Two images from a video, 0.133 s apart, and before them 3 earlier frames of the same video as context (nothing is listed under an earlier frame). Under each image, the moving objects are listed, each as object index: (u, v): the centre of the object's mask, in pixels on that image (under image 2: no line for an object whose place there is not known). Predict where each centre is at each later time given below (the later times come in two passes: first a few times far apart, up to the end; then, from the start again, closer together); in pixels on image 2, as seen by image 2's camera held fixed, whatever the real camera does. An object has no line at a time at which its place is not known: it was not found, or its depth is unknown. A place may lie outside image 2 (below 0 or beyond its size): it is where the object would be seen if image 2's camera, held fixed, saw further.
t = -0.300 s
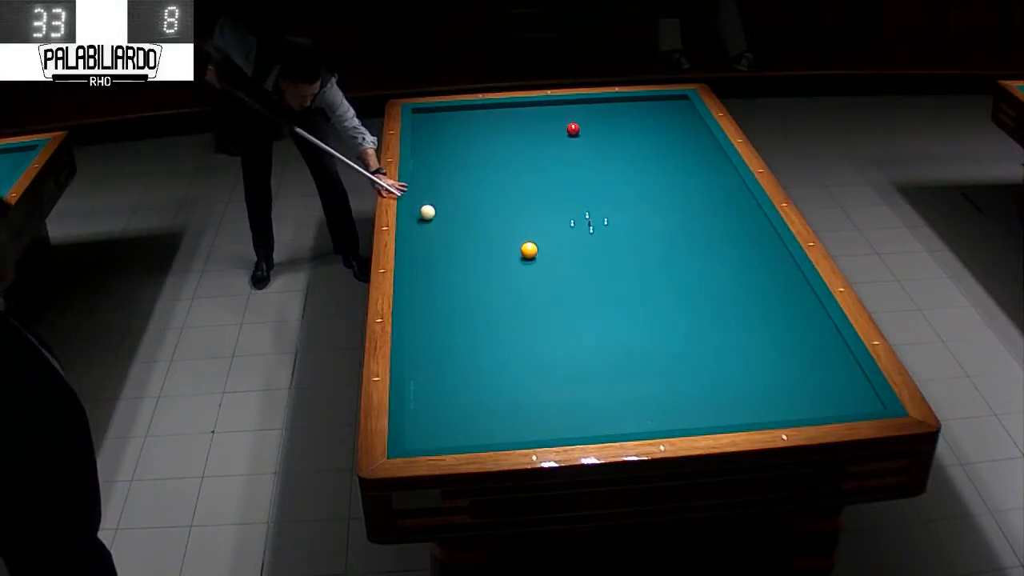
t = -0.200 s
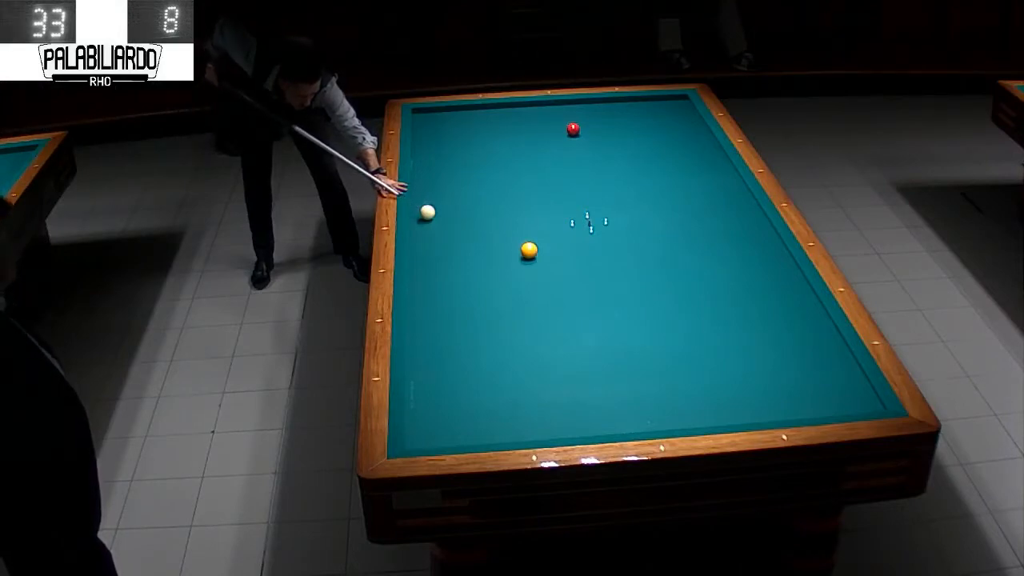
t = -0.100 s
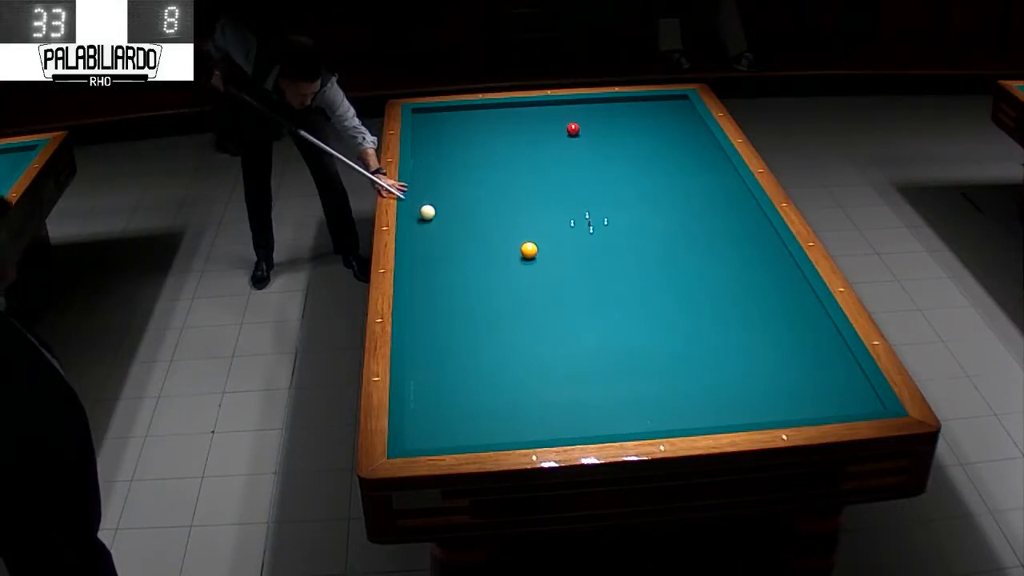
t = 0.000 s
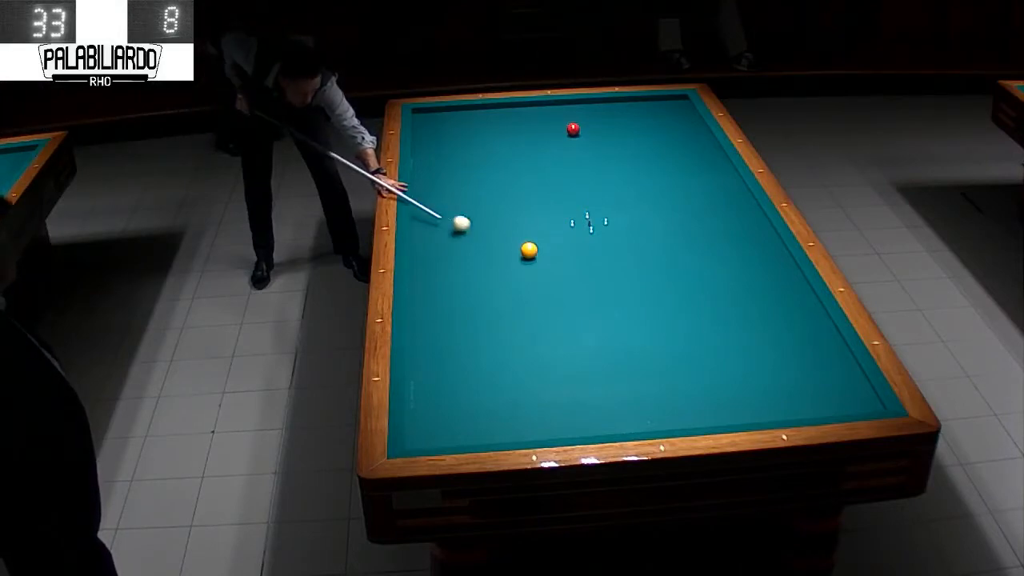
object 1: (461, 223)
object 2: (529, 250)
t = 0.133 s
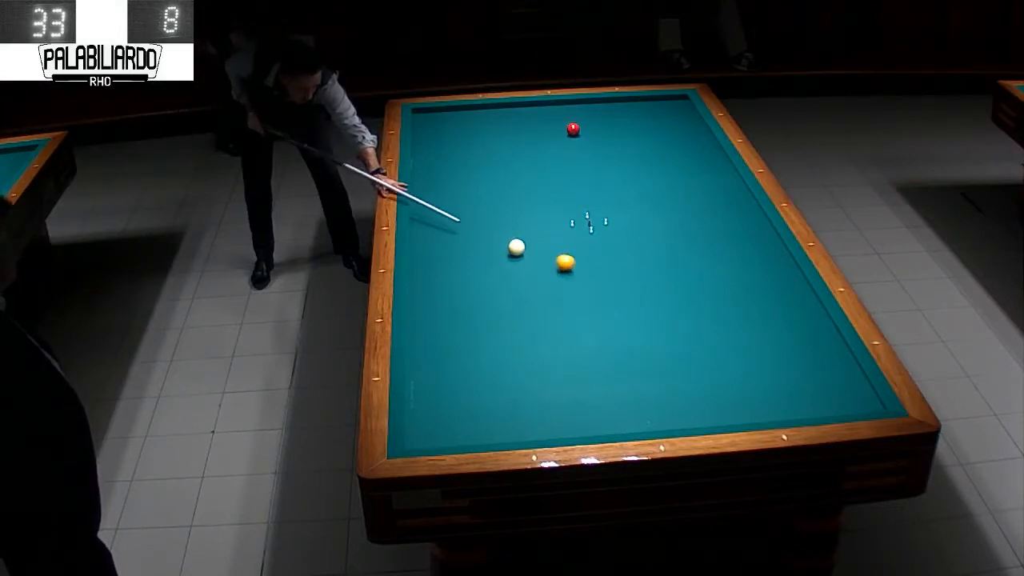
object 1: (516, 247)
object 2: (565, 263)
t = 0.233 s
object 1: (518, 250)
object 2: (638, 288)
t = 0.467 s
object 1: (521, 257)
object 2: (810, 350)
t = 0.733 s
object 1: (525, 264)
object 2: (790, 412)
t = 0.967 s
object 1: (529, 271)
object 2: (700, 391)
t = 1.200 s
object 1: (532, 277)
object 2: (617, 369)
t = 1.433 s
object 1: (535, 283)
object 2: (539, 348)
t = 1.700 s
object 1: (539, 290)
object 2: (457, 326)
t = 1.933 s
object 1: (542, 295)
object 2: (431, 305)
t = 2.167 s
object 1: (545, 301)
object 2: (467, 279)
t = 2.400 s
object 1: (548, 306)
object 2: (498, 256)
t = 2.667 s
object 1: (551, 311)
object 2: (531, 232)
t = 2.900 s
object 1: (554, 316)
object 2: (558, 212)
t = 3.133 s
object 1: (556, 320)
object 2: (582, 195)
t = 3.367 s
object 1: (558, 324)
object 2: (604, 179)
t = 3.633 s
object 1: (561, 328)
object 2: (628, 162)
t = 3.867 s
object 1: (563, 332)
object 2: (647, 149)
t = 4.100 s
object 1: (565, 335)
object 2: (664, 136)
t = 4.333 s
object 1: (566, 337)
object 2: (680, 124)
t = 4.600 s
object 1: (567, 340)
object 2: (691, 113)
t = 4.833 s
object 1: (567, 342)
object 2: (675, 107)
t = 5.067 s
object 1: (568, 344)
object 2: (662, 101)
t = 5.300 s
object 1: (568, 345)
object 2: (652, 99)
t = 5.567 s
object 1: (568, 346)
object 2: (646, 103)
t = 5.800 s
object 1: (568, 346)
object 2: (642, 107)
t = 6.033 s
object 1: (568, 347)
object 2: (638, 110)
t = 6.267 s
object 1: (567, 346)
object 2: (634, 113)
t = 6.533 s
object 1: (567, 347)
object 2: (630, 117)
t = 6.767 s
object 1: (567, 347)
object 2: (626, 120)
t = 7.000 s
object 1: (567, 347)
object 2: (622, 123)
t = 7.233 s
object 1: (567, 347)
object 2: (619, 127)
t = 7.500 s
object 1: (567, 347)
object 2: (614, 130)
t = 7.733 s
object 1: (567, 347)
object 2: (611, 132)
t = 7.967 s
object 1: (567, 347)
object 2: (608, 135)
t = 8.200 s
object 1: (567, 347)
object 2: (605, 137)
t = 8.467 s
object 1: (567, 347)
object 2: (602, 140)
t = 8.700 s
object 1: (567, 347)
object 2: (599, 142)
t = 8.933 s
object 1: (567, 347)
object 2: (596, 144)
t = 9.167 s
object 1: (567, 347)
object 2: (594, 146)
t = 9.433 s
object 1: (567, 347)
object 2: (591, 148)
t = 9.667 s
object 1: (567, 347)
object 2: (589, 149)
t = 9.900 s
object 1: (567, 347)
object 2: (587, 150)
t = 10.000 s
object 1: (567, 347)
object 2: (586, 151)
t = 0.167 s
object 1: (517, 248)
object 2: (589, 271)
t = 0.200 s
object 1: (517, 249)
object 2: (614, 280)
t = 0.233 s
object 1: (518, 250)
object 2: (638, 288)
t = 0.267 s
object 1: (518, 251)
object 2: (663, 297)
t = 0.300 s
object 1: (519, 252)
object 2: (688, 306)
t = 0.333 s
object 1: (519, 253)
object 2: (713, 315)
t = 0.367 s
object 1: (520, 254)
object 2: (738, 324)
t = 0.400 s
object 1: (520, 255)
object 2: (762, 333)
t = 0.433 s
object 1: (521, 256)
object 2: (786, 341)
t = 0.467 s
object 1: (521, 257)
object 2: (810, 350)
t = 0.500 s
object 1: (522, 258)
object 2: (835, 359)
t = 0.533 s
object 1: (522, 259)
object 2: (849, 367)
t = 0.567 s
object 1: (523, 260)
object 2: (839, 375)
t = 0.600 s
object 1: (523, 260)
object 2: (829, 383)
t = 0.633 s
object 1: (524, 262)
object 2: (818, 390)
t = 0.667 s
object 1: (524, 262)
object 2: (809, 398)
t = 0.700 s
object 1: (525, 263)
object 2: (800, 405)
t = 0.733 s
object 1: (525, 264)
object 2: (790, 412)
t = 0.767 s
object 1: (526, 265)
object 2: (778, 411)
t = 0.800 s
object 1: (526, 266)
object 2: (764, 409)
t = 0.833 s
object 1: (527, 267)
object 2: (750, 405)
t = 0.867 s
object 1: (527, 268)
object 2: (737, 401)
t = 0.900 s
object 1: (528, 269)
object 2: (724, 398)
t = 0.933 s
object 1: (528, 270)
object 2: (712, 394)
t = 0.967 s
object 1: (529, 271)
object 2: (700, 391)
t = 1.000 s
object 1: (529, 272)
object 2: (687, 388)
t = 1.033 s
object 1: (530, 272)
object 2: (675, 385)
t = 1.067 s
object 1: (530, 273)
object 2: (664, 382)
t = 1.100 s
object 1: (531, 274)
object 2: (651, 378)
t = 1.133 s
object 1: (531, 275)
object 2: (640, 375)
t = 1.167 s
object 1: (532, 276)
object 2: (628, 372)
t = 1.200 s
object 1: (532, 277)
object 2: (617, 369)
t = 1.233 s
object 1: (533, 278)
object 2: (605, 366)
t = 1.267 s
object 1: (533, 279)
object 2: (594, 363)
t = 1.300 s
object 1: (533, 279)
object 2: (582, 360)
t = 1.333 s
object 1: (534, 280)
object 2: (572, 357)
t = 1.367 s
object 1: (535, 281)
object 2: (560, 354)
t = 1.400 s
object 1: (535, 282)
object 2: (549, 351)
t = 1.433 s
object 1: (535, 283)
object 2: (539, 348)
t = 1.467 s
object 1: (536, 284)
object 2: (528, 345)
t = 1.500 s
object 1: (536, 285)
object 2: (518, 343)
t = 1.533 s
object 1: (537, 286)
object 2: (507, 340)
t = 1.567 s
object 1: (537, 286)
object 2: (497, 337)
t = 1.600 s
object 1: (538, 287)
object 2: (487, 334)
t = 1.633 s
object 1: (538, 288)
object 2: (476, 332)
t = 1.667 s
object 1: (539, 289)
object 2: (467, 329)
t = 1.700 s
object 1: (539, 290)
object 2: (457, 326)
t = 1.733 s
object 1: (540, 291)
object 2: (447, 324)
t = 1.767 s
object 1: (540, 291)
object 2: (437, 321)
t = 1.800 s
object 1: (540, 292)
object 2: (428, 318)
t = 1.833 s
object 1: (541, 293)
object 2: (418, 316)
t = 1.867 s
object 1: (541, 294)
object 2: (418, 313)
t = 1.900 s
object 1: (542, 295)
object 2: (425, 309)
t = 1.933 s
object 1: (542, 295)
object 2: (431, 305)
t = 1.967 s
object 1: (543, 296)
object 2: (437, 301)
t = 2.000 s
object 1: (543, 297)
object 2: (442, 297)
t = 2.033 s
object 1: (544, 298)
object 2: (447, 293)
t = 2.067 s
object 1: (544, 298)
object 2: (452, 290)
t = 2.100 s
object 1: (545, 299)
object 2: (457, 286)
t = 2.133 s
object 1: (545, 300)
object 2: (462, 283)
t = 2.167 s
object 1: (545, 301)
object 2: (467, 279)
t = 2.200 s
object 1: (546, 301)
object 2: (471, 276)
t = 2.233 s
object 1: (546, 302)
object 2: (476, 272)
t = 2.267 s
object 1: (547, 303)
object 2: (481, 269)
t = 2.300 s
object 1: (547, 303)
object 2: (485, 266)
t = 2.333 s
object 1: (547, 304)
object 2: (489, 262)
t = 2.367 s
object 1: (548, 305)
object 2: (494, 259)
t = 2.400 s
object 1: (548, 306)
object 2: (498, 256)
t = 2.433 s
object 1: (549, 306)
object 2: (503, 253)
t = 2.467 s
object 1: (549, 307)
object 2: (507, 250)
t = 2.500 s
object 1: (549, 308)
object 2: (511, 247)
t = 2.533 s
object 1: (550, 309)
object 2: (515, 244)
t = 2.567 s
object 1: (550, 309)
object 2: (519, 241)
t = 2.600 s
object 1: (550, 310)
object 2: (523, 237)
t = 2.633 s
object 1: (551, 311)
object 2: (527, 234)
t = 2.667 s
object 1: (551, 311)
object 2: (531, 232)
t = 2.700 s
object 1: (551, 312)
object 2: (535, 229)
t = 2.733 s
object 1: (552, 313)
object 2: (539, 226)
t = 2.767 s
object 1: (552, 314)
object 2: (543, 223)
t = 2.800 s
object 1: (553, 314)
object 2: (546, 221)
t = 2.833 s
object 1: (553, 315)
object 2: (551, 218)
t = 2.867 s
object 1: (553, 315)
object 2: (554, 216)
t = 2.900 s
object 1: (554, 316)
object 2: (558, 212)
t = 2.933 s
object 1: (554, 317)
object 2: (561, 210)
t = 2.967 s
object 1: (554, 317)
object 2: (565, 207)
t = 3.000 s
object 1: (555, 318)
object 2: (568, 205)
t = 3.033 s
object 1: (555, 318)
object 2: (572, 203)
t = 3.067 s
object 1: (556, 319)
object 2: (575, 200)
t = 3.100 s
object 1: (556, 320)
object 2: (579, 198)
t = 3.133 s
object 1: (556, 320)
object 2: (582, 195)
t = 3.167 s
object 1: (556, 321)
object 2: (585, 193)
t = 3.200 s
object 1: (557, 321)
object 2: (589, 191)
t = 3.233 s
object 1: (557, 322)
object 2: (592, 188)
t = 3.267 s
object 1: (557, 322)
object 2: (595, 186)
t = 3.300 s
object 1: (558, 323)
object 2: (598, 184)
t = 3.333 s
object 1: (558, 324)
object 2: (601, 181)
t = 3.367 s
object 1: (558, 324)
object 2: (604, 179)
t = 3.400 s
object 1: (559, 325)
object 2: (607, 177)
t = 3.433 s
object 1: (559, 325)
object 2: (610, 175)
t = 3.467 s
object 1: (559, 326)
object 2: (613, 173)
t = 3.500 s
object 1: (560, 326)
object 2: (616, 171)
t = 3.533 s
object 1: (560, 327)
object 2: (619, 169)
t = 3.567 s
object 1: (560, 327)
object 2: (622, 167)
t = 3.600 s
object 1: (561, 328)
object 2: (625, 164)
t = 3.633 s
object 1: (561, 328)
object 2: (628, 162)
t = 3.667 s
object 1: (561, 329)
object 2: (631, 161)
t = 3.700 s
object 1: (562, 329)
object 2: (633, 159)
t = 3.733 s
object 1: (562, 330)
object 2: (636, 156)
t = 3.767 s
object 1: (562, 330)
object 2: (639, 155)
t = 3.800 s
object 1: (562, 331)
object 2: (641, 152)
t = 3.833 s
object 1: (563, 331)
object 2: (644, 151)
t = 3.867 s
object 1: (563, 332)
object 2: (647, 149)
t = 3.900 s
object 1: (563, 332)
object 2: (649, 147)
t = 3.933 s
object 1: (563, 333)
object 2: (652, 145)
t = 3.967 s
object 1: (564, 333)
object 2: (654, 143)
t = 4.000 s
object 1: (564, 333)
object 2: (657, 141)
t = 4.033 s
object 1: (564, 334)
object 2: (659, 140)
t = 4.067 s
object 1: (564, 334)
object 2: (661, 138)
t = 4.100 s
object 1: (565, 335)
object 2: (664, 136)
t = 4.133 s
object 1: (565, 335)
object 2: (667, 134)
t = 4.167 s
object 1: (565, 336)
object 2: (669, 133)
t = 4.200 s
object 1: (565, 336)
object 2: (671, 131)
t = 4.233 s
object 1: (565, 336)
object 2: (673, 129)
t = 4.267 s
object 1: (565, 337)
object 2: (675, 128)
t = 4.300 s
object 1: (566, 337)
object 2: (678, 126)
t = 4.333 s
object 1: (566, 337)
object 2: (680, 124)
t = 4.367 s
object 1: (566, 338)
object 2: (682, 123)
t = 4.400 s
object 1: (566, 338)
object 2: (684, 121)
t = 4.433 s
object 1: (566, 338)
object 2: (687, 120)
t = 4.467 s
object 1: (566, 339)
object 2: (689, 118)
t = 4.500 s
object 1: (566, 339)
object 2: (691, 117)
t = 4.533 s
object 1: (567, 339)
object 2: (693, 115)
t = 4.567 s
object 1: (567, 340)
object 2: (693, 114)
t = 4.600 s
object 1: (567, 340)
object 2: (691, 113)
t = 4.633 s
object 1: (567, 340)
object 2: (688, 112)
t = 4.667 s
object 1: (567, 341)
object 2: (686, 111)
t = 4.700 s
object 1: (567, 341)
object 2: (684, 110)
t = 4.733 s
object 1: (567, 341)
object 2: (682, 109)
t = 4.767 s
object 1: (567, 341)
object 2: (680, 108)
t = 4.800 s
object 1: (567, 342)
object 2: (678, 108)
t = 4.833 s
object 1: (567, 342)
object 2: (675, 107)
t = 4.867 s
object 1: (568, 342)
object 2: (674, 106)
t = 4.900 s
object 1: (568, 343)
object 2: (672, 105)
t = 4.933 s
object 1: (568, 343)
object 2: (670, 104)
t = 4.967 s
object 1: (568, 343)
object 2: (668, 103)
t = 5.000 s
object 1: (568, 343)
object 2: (665, 102)
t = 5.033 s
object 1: (568, 343)
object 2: (664, 102)
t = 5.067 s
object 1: (568, 344)
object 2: (662, 101)
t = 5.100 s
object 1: (568, 344)
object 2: (660, 100)
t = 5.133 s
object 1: (568, 344)
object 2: (658, 99)
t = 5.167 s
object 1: (568, 344)
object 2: (656, 98)
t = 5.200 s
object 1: (568, 344)
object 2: (654, 98)
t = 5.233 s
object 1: (568, 345)
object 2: (653, 98)
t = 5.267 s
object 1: (568, 345)
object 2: (652, 98)
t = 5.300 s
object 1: (568, 345)
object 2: (652, 99)
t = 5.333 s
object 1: (568, 345)
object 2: (651, 99)
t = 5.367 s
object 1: (568, 345)
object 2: (650, 100)
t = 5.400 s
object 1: (568, 345)
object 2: (650, 100)
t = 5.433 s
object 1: (568, 345)
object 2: (649, 101)
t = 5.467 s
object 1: (568, 346)
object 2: (648, 101)
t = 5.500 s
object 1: (568, 346)
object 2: (648, 102)
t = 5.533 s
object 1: (568, 346)
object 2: (647, 102)
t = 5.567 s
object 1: (568, 346)
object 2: (646, 103)
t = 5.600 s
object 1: (568, 346)
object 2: (646, 104)
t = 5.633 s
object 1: (568, 346)
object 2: (646, 104)
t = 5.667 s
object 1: (568, 346)
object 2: (645, 105)
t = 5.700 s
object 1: (568, 346)
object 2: (644, 105)
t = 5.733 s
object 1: (568, 346)
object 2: (644, 106)
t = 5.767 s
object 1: (568, 346)
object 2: (643, 106)
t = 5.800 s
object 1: (568, 346)
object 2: (642, 107)
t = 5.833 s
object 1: (568, 346)
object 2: (642, 107)
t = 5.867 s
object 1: (568, 346)
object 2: (641, 108)
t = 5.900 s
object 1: (568, 346)
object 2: (640, 108)
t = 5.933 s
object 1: (568, 346)
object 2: (640, 109)
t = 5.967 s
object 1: (568, 347)
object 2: (640, 109)
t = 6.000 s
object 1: (568, 347)
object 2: (639, 109)
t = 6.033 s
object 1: (568, 347)
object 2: (638, 110)
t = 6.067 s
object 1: (568, 347)
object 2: (638, 110)
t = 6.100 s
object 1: (568, 346)
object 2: (637, 111)
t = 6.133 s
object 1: (567, 346)
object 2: (636, 111)
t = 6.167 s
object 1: (567, 346)
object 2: (636, 112)
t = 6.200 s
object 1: (567, 346)
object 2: (635, 112)
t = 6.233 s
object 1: (567, 346)
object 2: (635, 113)
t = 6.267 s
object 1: (567, 346)
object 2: (634, 113)
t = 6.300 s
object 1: (567, 346)
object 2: (634, 114)
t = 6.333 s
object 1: (567, 346)
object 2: (633, 114)
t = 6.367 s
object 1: (567, 347)
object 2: (633, 115)
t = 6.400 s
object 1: (567, 347)
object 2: (632, 115)
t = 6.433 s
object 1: (567, 347)
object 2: (632, 116)
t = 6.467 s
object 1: (567, 347)
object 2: (631, 116)
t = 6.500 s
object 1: (567, 347)
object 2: (630, 117)
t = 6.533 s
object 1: (567, 347)
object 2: (630, 117)
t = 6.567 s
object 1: (567, 347)
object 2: (629, 118)
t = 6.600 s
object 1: (567, 347)
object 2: (629, 118)
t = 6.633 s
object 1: (567, 347)
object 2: (628, 119)
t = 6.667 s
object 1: (567, 347)
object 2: (627, 119)
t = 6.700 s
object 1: (567, 347)
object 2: (627, 120)
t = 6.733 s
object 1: (567, 347)
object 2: (626, 120)
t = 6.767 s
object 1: (567, 347)
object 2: (626, 120)
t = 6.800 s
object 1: (567, 347)
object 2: (625, 121)
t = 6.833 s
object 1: (567, 347)
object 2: (625, 121)
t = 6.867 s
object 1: (567, 347)
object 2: (624, 122)
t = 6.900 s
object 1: (567, 347)
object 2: (624, 122)
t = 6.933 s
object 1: (567, 347)
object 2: (623, 122)
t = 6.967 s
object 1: (567, 347)
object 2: (623, 123)
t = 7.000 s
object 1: (567, 347)
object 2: (622, 123)
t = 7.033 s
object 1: (567, 347)
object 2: (622, 124)
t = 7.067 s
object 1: (567, 347)
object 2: (621, 124)
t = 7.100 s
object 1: (567, 347)
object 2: (621, 125)
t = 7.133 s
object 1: (567, 347)
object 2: (620, 125)
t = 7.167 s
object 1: (567, 347)
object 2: (620, 126)
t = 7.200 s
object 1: (567, 347)
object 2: (619, 126)
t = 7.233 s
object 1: (567, 347)
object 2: (619, 127)
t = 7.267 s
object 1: (567, 347)
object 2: (618, 127)
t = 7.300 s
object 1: (567, 347)
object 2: (618, 127)
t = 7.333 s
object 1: (567, 347)
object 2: (617, 128)
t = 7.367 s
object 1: (567, 347)
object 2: (617, 128)
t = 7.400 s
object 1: (567, 347)
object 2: (616, 129)
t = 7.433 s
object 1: (567, 347)
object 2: (615, 129)
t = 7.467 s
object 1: (567, 347)
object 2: (615, 129)
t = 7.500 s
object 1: (567, 347)
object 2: (614, 130)
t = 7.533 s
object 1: (567, 347)
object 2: (614, 130)
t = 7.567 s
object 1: (567, 347)
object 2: (614, 130)
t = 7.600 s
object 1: (567, 347)
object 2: (613, 131)
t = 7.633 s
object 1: (567, 347)
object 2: (613, 131)
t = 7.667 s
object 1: (567, 347)
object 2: (612, 132)
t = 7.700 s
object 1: (567, 347)
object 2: (612, 132)
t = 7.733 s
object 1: (567, 347)
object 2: (611, 132)
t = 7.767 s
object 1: (567, 347)
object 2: (611, 133)
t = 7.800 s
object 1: (567, 347)
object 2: (610, 133)
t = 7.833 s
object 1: (567, 347)
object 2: (610, 134)
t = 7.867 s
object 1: (567, 347)
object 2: (609, 134)
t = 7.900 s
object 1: (567, 347)
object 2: (609, 134)
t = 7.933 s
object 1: (567, 347)
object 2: (608, 135)
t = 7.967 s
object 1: (567, 347)
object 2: (608, 135)
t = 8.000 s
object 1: (567, 347)
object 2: (608, 135)
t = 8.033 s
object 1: (567, 347)
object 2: (607, 136)
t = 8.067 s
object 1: (567, 347)
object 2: (607, 136)
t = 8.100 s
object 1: (567, 347)
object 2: (606, 136)
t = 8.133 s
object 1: (567, 347)
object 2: (606, 137)
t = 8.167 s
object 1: (567, 347)
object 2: (605, 137)
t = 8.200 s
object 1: (567, 347)
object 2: (605, 137)
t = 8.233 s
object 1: (567, 347)
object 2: (605, 138)
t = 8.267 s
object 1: (567, 347)
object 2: (604, 138)
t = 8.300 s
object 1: (567, 347)
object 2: (604, 138)
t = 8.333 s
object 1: (567, 347)
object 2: (603, 139)
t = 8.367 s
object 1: (567, 347)
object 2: (603, 139)
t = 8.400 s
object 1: (567, 347)
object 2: (602, 139)
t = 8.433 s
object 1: (567, 347)
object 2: (602, 140)
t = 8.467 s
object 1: (567, 347)
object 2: (602, 140)
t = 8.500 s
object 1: (567, 347)
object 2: (601, 140)
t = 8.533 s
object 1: (567, 347)
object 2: (601, 141)
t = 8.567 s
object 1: (567, 347)
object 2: (600, 141)
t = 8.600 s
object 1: (567, 347)
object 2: (600, 141)
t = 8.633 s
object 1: (567, 347)
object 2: (599, 141)
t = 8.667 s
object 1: (567, 347)
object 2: (599, 142)
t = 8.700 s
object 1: (567, 347)
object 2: (599, 142)
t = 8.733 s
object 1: (567, 347)
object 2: (598, 142)
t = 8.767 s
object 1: (567, 347)
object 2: (598, 143)
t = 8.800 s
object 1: (567, 347)
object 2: (598, 143)
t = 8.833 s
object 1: (567, 347)
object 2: (597, 143)
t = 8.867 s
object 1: (567, 347)
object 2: (597, 143)
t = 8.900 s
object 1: (567, 347)
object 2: (596, 144)
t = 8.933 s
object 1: (567, 347)
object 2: (596, 144)
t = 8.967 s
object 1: (567, 347)
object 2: (596, 144)
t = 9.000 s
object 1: (567, 347)
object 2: (595, 145)
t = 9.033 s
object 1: (567, 347)
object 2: (595, 145)
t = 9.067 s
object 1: (567, 347)
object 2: (595, 145)
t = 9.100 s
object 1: (567, 347)
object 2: (594, 145)
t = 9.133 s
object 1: (567, 347)
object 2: (594, 145)
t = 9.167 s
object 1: (567, 347)
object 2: (594, 146)
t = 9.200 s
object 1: (567, 347)
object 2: (593, 146)
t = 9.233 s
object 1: (567, 347)
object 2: (593, 146)
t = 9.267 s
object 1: (567, 347)
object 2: (593, 146)
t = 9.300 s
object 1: (567, 347)
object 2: (592, 147)
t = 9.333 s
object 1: (567, 347)
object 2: (592, 147)
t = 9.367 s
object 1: (567, 347)
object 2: (592, 147)
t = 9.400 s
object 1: (567, 347)
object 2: (592, 147)
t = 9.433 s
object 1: (567, 347)
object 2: (591, 148)
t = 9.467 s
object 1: (567, 347)
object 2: (591, 148)
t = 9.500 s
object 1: (567, 347)
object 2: (591, 148)
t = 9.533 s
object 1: (567, 347)
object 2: (590, 148)
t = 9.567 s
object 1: (567, 347)
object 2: (590, 148)
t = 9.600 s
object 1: (567, 347)
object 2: (589, 149)
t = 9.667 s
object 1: (567, 347)
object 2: (589, 149)
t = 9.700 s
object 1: (567, 347)
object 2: (588, 149)
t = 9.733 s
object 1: (567, 347)
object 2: (588, 149)
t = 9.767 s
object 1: (567, 347)
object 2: (588, 149)
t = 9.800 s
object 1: (567, 347)
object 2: (588, 150)
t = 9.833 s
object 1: (567, 347)
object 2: (588, 150)
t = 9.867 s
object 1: (567, 347)
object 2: (587, 150)
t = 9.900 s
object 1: (567, 347)
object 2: (587, 150)
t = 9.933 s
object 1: (567, 347)
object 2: (587, 150)
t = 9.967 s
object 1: (567, 347)
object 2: (587, 150)
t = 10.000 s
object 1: (567, 347)
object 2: (586, 151)
